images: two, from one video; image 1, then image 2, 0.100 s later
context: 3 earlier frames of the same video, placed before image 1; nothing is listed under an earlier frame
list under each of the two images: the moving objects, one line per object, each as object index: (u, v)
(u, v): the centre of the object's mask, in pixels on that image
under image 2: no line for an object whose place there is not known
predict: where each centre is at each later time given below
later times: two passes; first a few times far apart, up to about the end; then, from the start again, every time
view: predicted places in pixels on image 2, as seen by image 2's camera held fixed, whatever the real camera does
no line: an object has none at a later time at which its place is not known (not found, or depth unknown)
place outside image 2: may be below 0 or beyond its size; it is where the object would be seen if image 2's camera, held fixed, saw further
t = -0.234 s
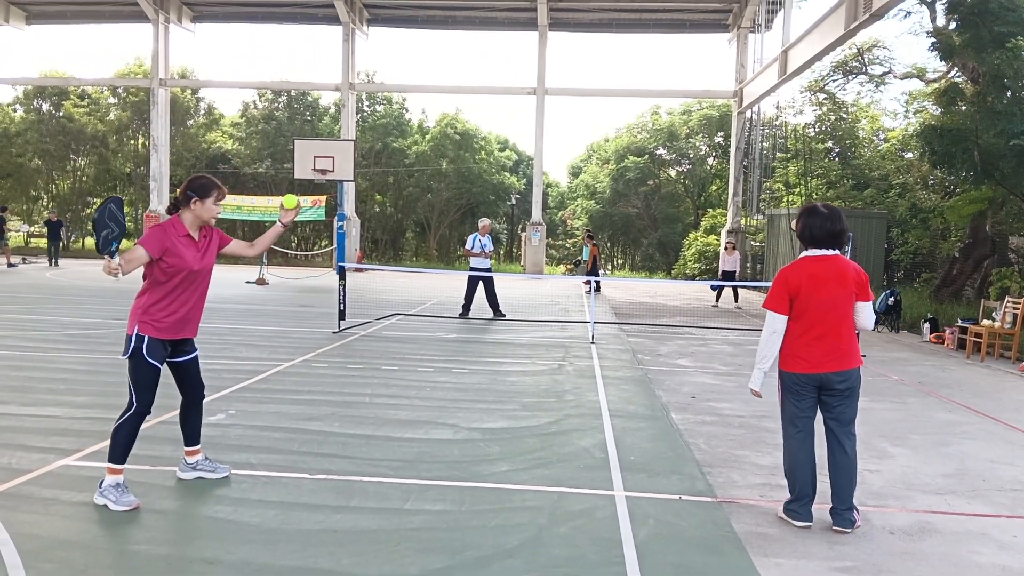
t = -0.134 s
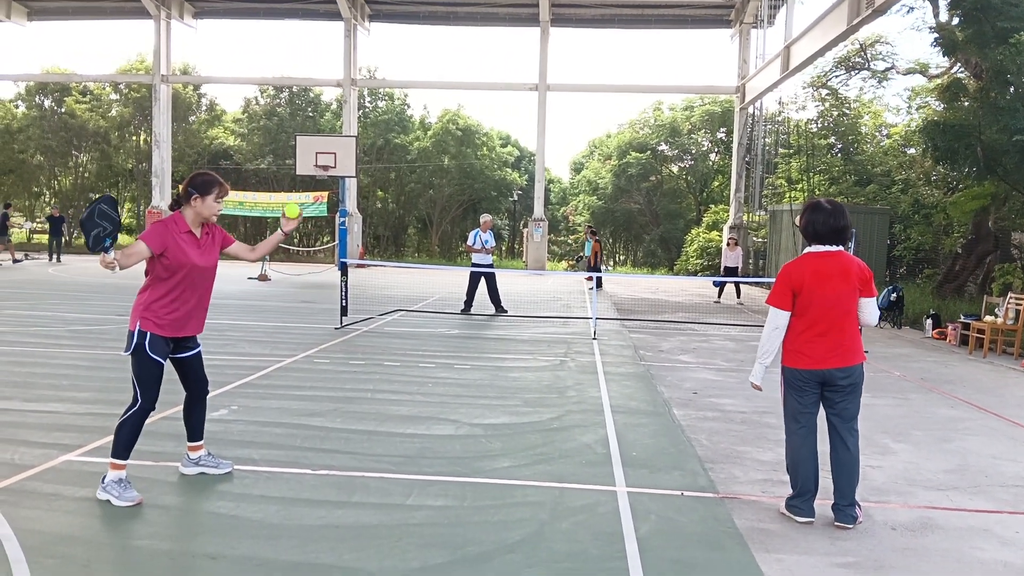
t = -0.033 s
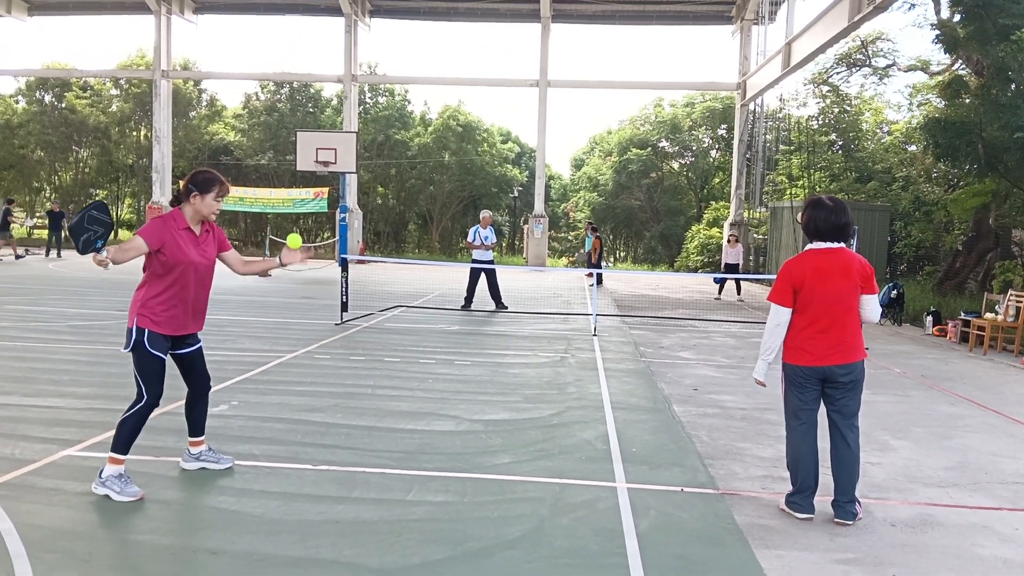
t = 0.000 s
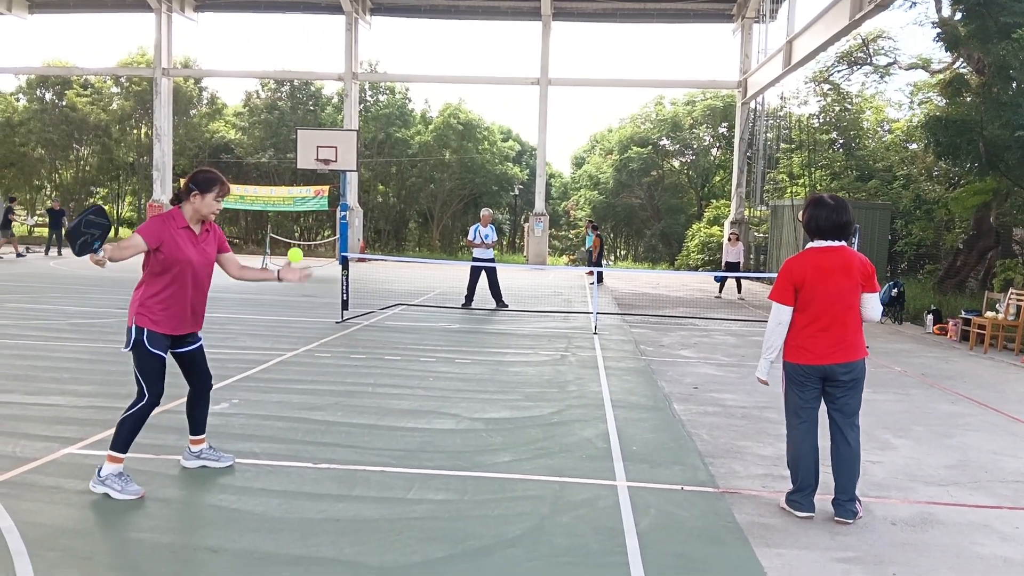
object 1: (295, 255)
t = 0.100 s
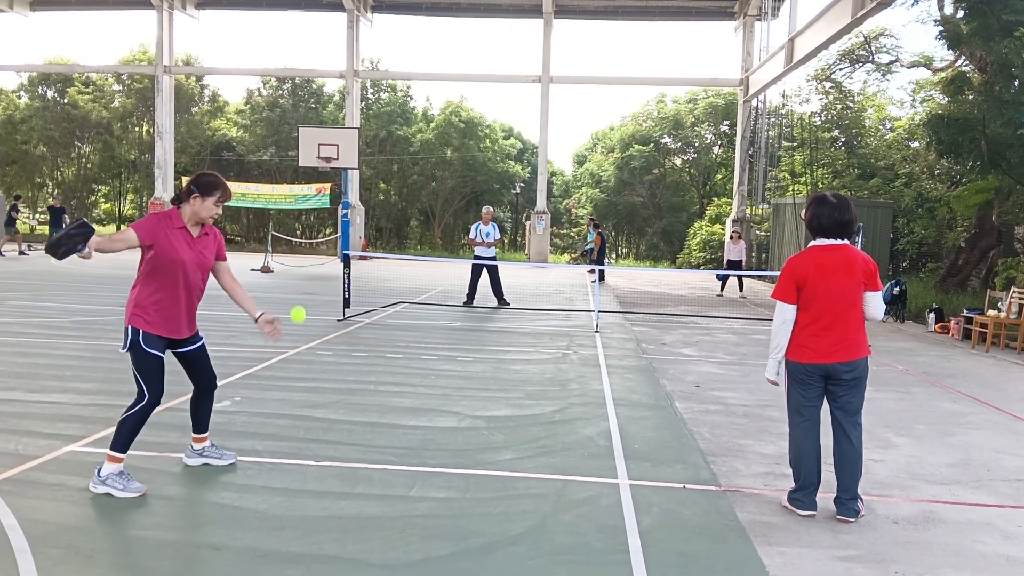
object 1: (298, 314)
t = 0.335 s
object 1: (300, 439)
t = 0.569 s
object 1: (308, 352)
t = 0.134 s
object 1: (298, 339)
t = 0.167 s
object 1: (298, 366)
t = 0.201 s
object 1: (299, 395)
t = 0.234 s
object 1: (299, 426)
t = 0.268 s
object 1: (298, 460)
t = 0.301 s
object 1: (299, 460)
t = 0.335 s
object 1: (300, 439)
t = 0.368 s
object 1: (302, 420)
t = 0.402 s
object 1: (303, 404)
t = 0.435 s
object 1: (304, 389)
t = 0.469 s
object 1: (305, 377)
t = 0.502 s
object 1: (306, 366)
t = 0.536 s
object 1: (307, 358)
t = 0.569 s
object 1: (308, 352)
